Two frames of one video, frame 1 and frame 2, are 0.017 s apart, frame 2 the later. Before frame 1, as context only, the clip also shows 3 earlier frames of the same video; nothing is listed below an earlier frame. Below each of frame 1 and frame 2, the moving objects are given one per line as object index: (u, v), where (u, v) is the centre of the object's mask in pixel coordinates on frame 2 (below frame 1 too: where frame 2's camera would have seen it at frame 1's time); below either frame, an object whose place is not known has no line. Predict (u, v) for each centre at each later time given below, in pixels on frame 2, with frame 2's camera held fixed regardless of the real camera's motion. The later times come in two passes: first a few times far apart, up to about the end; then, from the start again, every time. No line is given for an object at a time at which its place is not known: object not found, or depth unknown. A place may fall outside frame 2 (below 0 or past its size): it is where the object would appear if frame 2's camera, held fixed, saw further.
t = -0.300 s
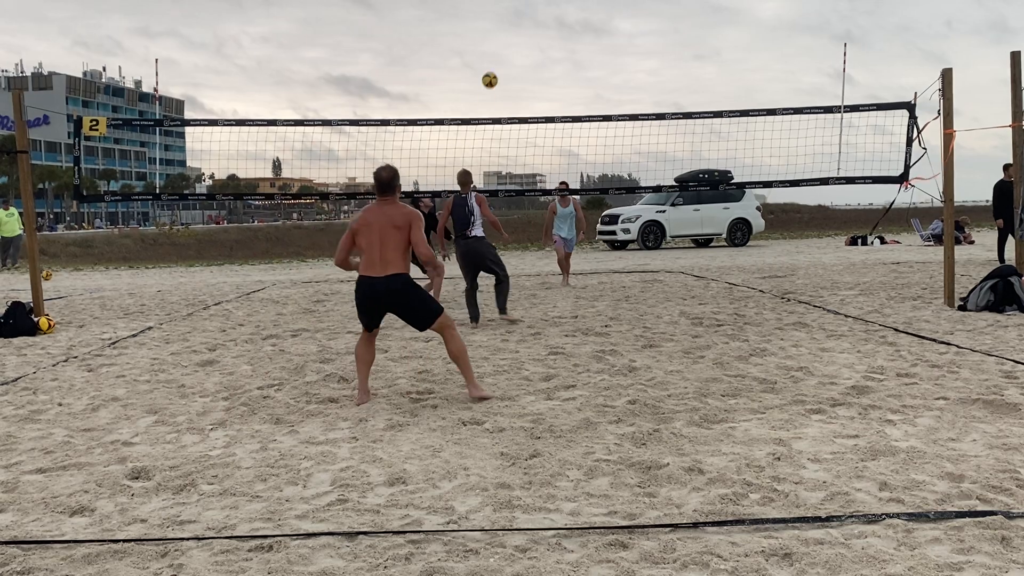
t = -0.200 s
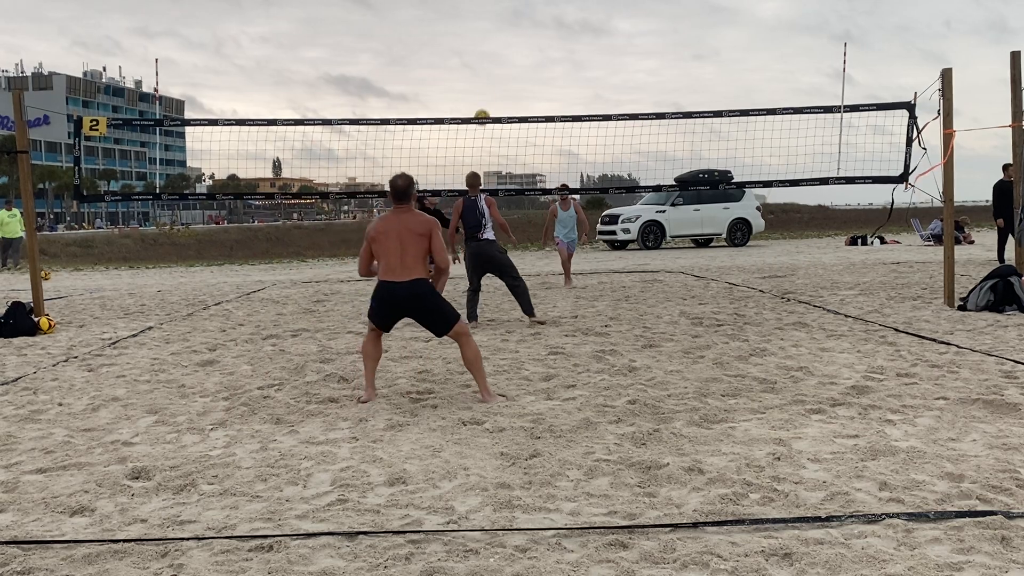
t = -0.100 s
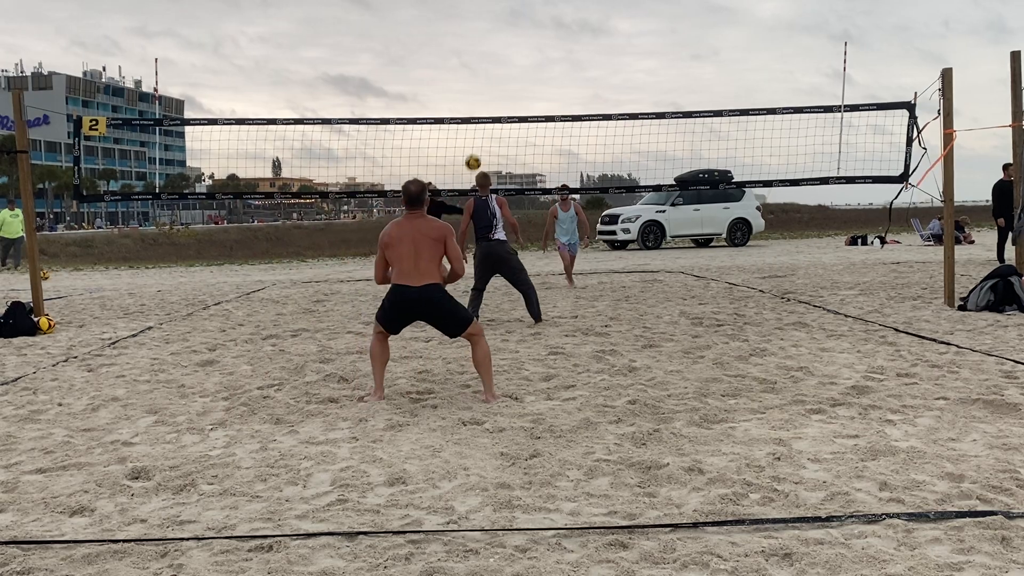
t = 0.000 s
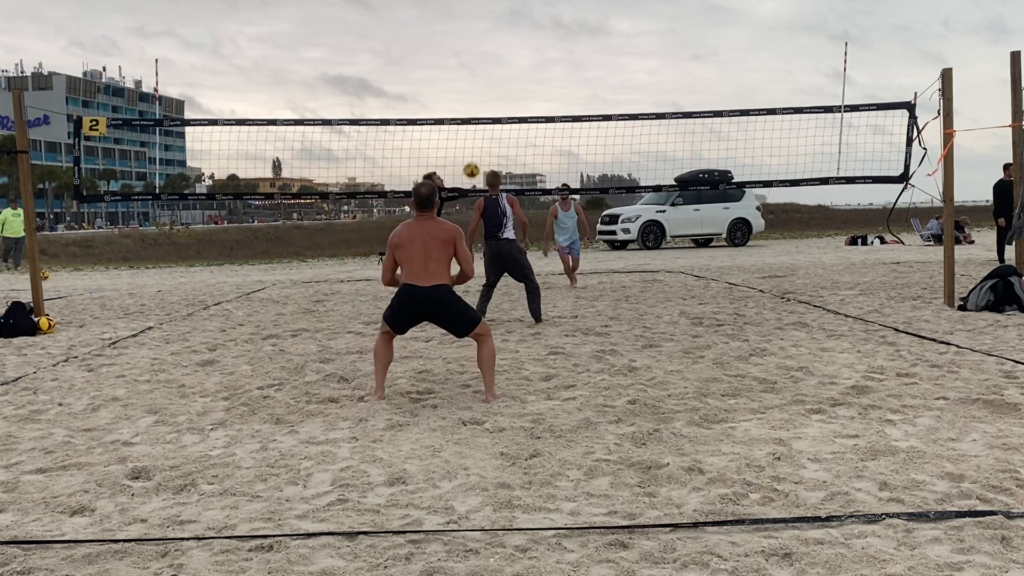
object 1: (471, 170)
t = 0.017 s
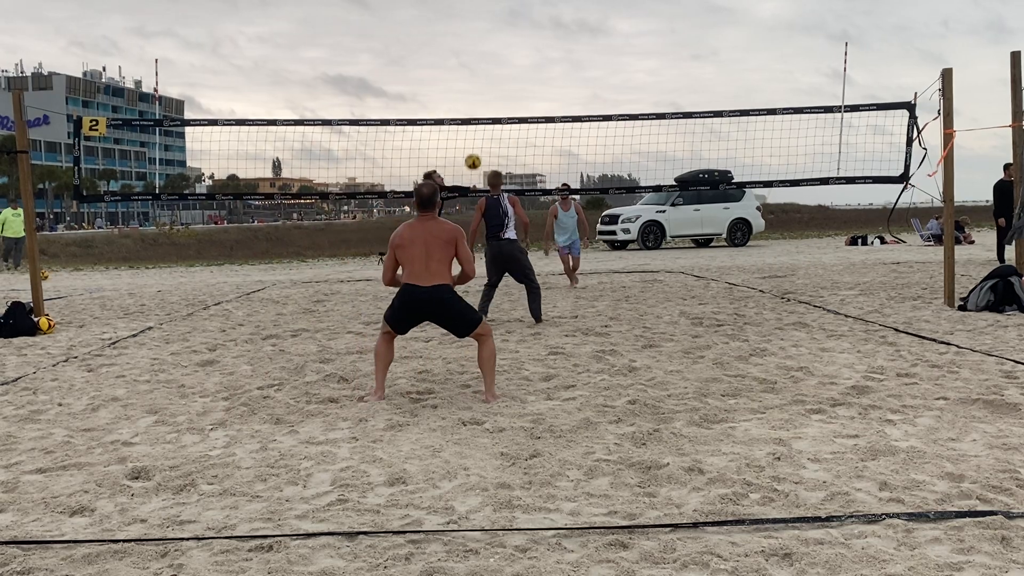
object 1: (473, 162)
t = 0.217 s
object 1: (488, 77)
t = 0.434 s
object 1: (503, 23)
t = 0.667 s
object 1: (513, 7)
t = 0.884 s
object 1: (511, 31)
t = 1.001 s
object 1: (507, 59)
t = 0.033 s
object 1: (474, 153)
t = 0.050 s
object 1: (475, 145)
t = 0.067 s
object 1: (477, 137)
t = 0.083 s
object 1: (478, 131)
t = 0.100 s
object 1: (480, 128)
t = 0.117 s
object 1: (481, 113)
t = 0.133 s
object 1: (482, 108)
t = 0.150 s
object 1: (483, 102)
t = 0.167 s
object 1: (485, 95)
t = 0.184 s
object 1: (486, 89)
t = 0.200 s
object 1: (487, 83)
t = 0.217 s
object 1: (488, 77)
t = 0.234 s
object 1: (490, 72)
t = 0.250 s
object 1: (491, 67)
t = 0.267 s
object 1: (492, 61)
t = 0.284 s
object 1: (493, 57)
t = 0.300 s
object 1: (495, 52)
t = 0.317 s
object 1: (496, 48)
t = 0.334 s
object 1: (497, 43)
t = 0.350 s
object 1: (498, 39)
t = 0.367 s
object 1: (499, 36)
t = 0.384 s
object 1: (500, 32)
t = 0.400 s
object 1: (501, 29)
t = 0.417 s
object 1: (502, 26)
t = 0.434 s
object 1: (503, 23)
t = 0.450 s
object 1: (504, 20)
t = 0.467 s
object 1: (505, 18)
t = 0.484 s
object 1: (506, 16)
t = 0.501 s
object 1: (507, 14)
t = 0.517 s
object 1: (508, 12)
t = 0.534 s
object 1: (509, 10)
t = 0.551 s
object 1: (509, 9)
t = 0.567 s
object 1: (510, 8)
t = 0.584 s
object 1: (511, 8)
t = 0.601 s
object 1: (511, 7)
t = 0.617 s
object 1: (512, 7)
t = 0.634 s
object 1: (512, 7)
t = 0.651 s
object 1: (513, 7)
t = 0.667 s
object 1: (513, 7)
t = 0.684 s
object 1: (513, 7)
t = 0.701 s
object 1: (513, 8)
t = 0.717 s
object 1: (513, 9)
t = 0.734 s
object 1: (513, 10)
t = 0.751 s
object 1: (513, 11)
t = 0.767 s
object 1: (513, 13)
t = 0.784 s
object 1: (513, 15)
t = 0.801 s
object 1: (513, 17)
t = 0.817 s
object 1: (512, 20)
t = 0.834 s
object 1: (512, 22)
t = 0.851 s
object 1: (512, 25)
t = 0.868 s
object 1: (511, 28)
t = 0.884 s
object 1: (511, 31)
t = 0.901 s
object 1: (510, 35)
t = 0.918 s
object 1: (510, 38)
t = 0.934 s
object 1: (509, 42)
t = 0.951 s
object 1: (509, 46)
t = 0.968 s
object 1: (508, 50)
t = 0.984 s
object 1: (507, 55)
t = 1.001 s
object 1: (507, 59)
